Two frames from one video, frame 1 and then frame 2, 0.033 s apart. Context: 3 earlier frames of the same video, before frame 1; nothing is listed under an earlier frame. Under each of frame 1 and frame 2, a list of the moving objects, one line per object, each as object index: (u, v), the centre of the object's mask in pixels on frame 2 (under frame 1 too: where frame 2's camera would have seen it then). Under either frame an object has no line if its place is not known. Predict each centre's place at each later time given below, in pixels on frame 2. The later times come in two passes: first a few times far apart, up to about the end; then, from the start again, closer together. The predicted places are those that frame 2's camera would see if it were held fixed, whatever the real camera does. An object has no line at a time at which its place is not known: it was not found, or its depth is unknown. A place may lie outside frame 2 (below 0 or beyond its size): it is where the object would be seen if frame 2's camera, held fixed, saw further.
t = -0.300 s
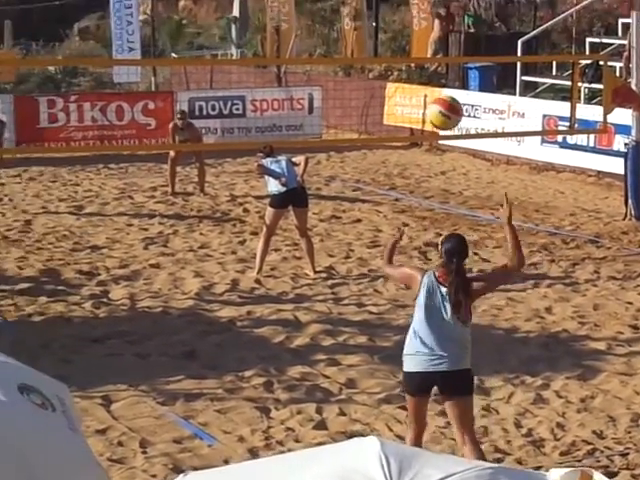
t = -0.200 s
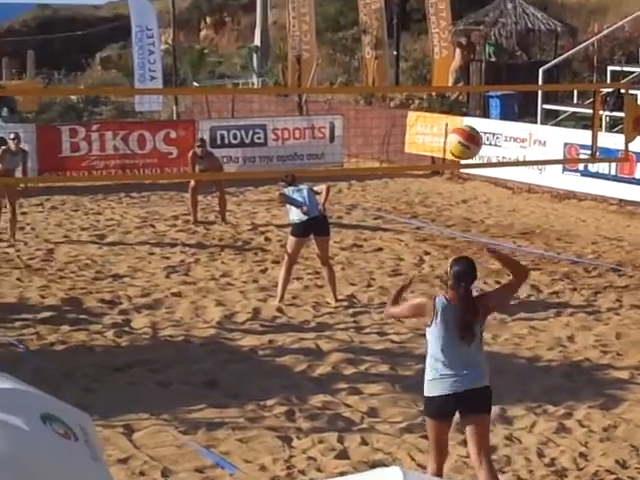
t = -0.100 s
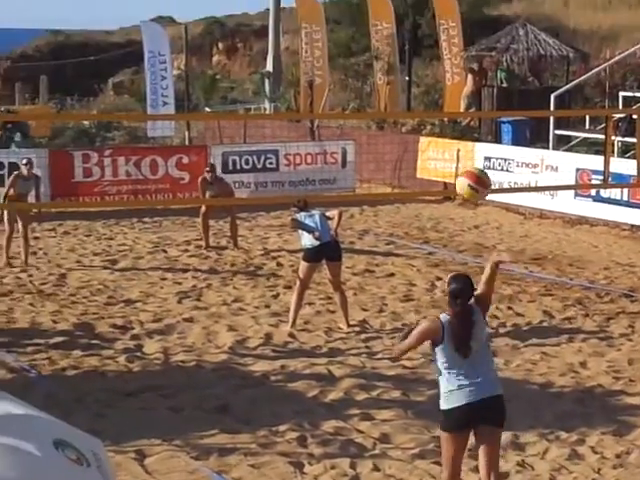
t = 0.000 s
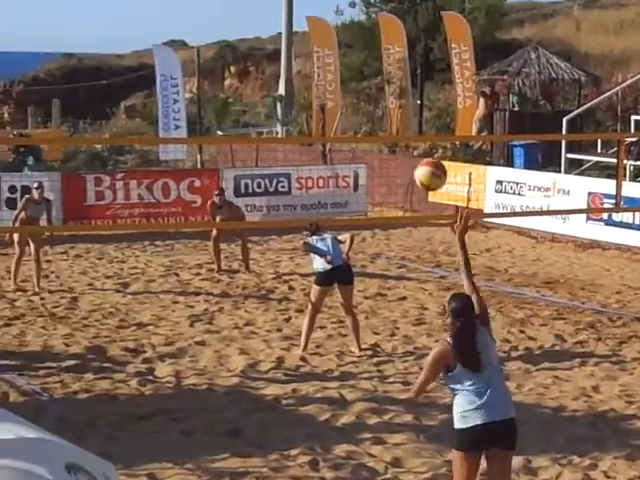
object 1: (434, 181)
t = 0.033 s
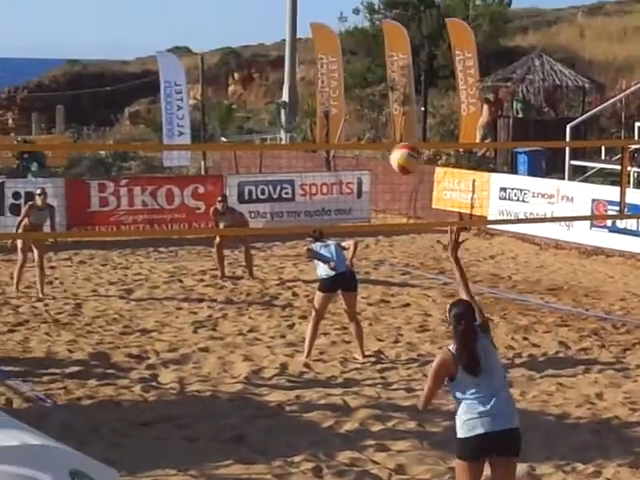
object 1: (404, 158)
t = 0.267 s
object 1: (253, 77)
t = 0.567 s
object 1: (128, 102)
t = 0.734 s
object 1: (81, 141)
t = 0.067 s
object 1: (378, 138)
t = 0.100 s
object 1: (354, 124)
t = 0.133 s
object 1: (331, 108)
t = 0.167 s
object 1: (310, 97)
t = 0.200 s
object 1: (289, 89)
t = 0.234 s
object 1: (270, 80)
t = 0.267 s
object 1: (253, 77)
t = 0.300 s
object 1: (237, 76)
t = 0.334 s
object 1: (222, 75)
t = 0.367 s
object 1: (206, 77)
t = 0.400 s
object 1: (192, 76)
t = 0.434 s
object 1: (178, 80)
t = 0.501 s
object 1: (151, 88)
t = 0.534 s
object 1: (141, 94)
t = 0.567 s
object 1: (128, 102)
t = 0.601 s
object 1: (118, 110)
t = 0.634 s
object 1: (110, 117)
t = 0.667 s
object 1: (100, 126)
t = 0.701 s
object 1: (89, 135)
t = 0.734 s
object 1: (81, 141)
